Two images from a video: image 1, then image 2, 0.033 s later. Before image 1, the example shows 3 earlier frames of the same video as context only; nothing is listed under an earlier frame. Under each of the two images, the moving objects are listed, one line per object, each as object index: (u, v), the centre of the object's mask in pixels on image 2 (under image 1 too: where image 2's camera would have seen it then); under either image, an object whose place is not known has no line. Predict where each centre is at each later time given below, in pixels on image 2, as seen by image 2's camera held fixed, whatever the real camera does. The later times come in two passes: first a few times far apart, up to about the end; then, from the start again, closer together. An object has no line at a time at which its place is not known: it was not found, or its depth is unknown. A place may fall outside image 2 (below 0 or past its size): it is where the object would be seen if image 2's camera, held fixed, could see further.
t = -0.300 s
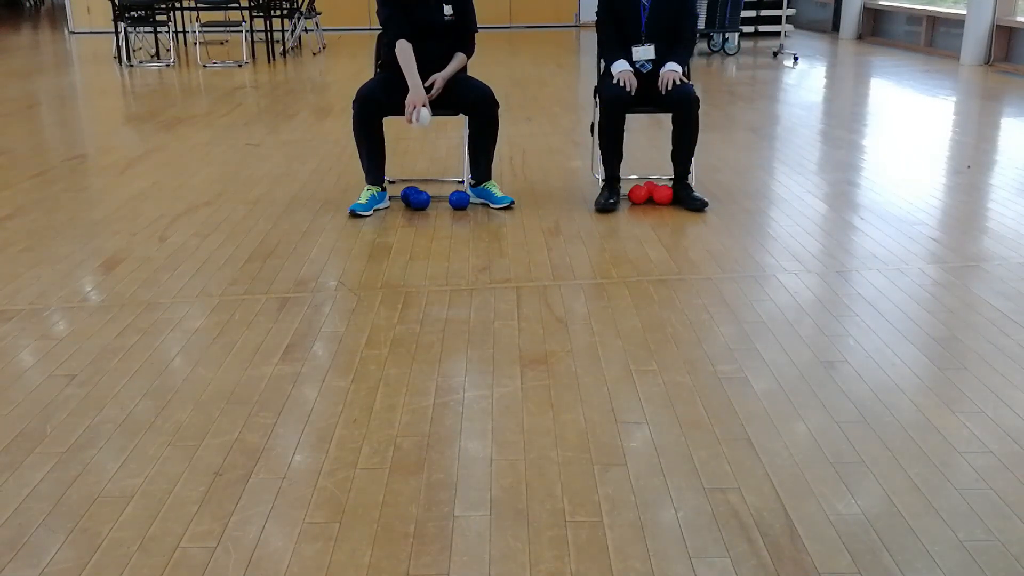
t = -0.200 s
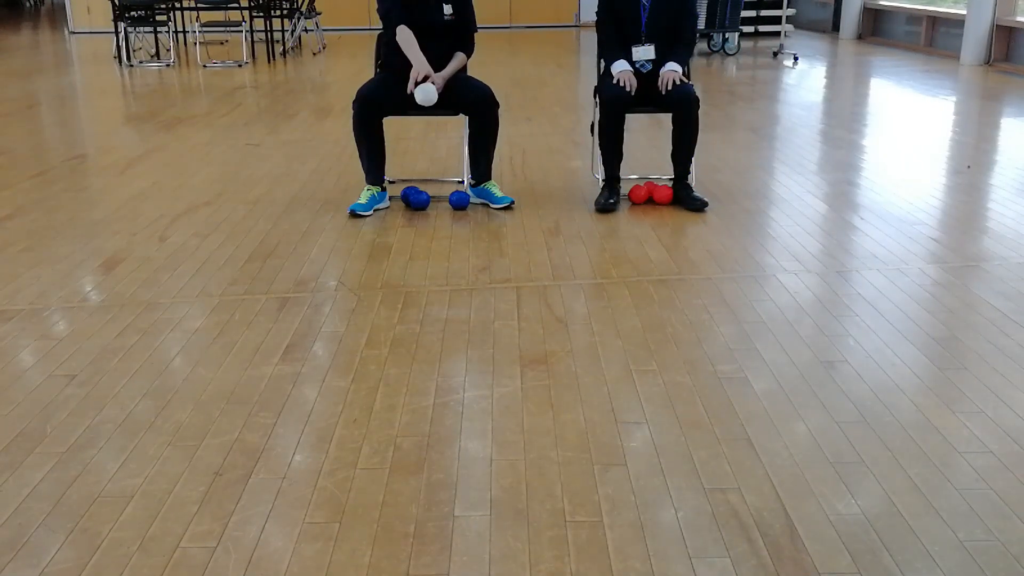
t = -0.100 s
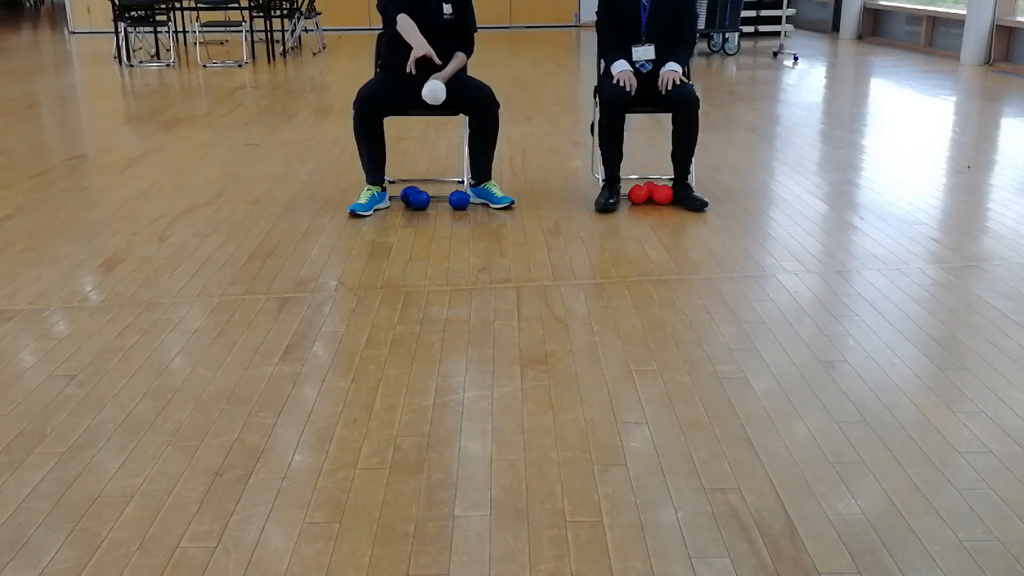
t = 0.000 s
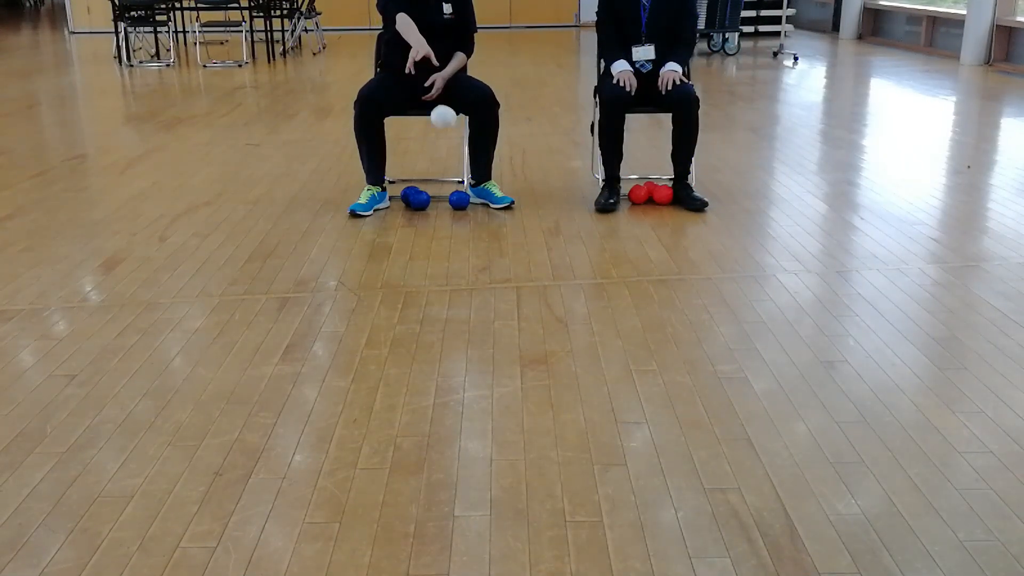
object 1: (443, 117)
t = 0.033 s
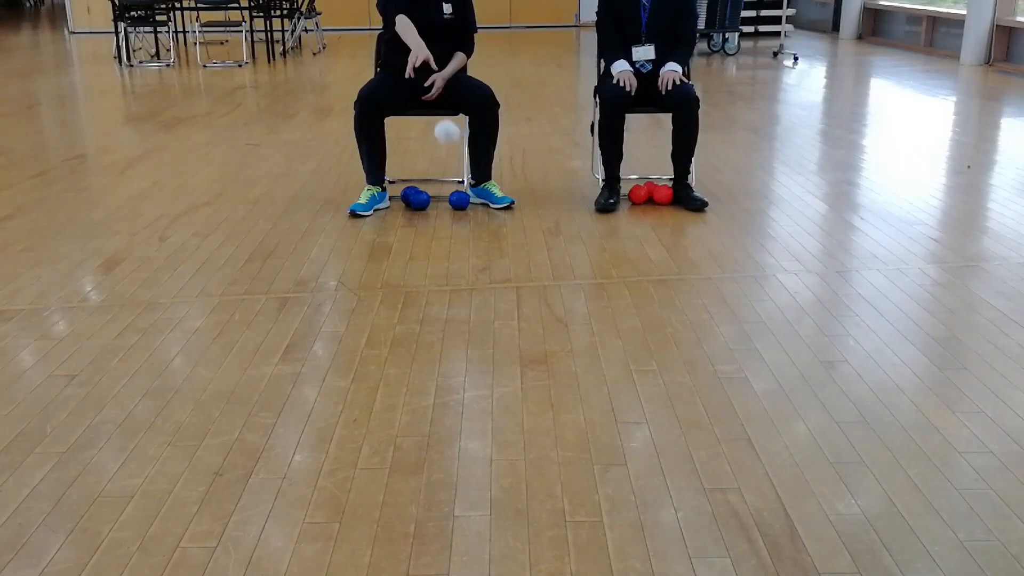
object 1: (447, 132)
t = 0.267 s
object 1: (465, 240)
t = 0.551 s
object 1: (466, 277)
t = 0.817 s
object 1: (464, 310)
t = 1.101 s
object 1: (454, 335)
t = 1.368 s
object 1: (439, 361)
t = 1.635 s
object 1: (423, 388)
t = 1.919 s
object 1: (402, 412)
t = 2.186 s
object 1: (386, 435)
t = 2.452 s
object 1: (369, 454)
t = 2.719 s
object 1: (345, 472)
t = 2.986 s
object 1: (321, 484)
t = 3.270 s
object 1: (304, 494)
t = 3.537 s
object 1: (300, 485)
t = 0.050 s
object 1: (448, 140)
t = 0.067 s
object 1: (450, 150)
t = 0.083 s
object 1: (452, 160)
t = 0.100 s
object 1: (454, 173)
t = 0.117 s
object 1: (456, 184)
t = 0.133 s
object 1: (458, 197)
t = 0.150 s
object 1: (460, 209)
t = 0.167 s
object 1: (462, 224)
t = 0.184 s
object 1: (464, 239)
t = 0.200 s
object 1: (466, 254)
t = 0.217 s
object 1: (466, 251)
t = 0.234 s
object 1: (466, 246)
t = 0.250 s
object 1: (465, 242)
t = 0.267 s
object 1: (465, 240)
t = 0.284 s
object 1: (465, 237)
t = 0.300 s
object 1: (465, 236)
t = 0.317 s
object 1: (465, 234)
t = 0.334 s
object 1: (465, 235)
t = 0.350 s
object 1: (465, 236)
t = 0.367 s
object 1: (465, 237)
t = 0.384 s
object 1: (466, 240)
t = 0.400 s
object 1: (465, 243)
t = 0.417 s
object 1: (466, 247)
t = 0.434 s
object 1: (466, 252)
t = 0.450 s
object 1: (466, 258)
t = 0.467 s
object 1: (466, 264)
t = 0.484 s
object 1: (466, 271)
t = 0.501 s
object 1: (466, 279)
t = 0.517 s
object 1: (466, 278)
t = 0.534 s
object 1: (466, 277)
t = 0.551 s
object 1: (466, 277)
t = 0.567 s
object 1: (467, 277)
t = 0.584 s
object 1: (467, 278)
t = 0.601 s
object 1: (467, 279)
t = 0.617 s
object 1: (467, 282)
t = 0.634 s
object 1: (467, 287)
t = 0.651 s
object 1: (468, 291)
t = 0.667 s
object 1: (468, 294)
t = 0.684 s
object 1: (467, 294)
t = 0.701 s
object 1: (467, 295)
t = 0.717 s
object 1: (466, 297)
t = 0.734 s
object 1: (465, 299)
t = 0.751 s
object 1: (465, 302)
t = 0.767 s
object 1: (465, 304)
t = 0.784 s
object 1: (465, 305)
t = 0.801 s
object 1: (464, 307)
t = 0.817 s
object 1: (464, 310)
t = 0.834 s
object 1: (464, 311)
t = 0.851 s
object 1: (463, 313)
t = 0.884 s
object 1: (463, 315)
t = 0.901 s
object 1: (462, 317)
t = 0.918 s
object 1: (461, 318)
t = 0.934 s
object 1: (461, 319)
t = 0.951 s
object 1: (460, 321)
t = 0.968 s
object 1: (460, 324)
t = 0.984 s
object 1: (459, 325)
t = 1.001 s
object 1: (458, 327)
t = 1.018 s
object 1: (457, 329)
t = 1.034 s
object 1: (456, 331)
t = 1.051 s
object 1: (455, 333)
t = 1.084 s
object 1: (454, 335)
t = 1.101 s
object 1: (454, 335)
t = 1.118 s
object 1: (453, 336)
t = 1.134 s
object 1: (452, 338)
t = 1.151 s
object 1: (451, 341)
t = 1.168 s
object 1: (451, 343)
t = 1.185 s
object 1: (450, 344)
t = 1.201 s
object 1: (449, 346)
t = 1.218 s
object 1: (448, 347)
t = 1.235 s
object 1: (448, 349)
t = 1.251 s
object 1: (447, 350)
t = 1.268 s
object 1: (446, 352)
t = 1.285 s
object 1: (445, 353)
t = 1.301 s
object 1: (444, 354)
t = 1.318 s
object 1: (443, 356)
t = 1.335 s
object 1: (442, 359)
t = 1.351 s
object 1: (441, 360)
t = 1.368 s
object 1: (439, 361)
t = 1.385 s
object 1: (438, 363)
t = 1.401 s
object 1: (437, 365)
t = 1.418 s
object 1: (436, 367)
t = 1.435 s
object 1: (434, 368)
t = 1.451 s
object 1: (433, 370)
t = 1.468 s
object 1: (432, 373)
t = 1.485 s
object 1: (431, 373)
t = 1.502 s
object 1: (430, 374)
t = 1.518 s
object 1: (429, 376)
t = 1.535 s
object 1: (428, 378)
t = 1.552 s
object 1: (427, 380)
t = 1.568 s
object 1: (426, 382)
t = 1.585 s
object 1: (425, 384)
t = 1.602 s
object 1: (424, 384)
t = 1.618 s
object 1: (424, 386)
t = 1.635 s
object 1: (423, 388)
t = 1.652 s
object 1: (422, 389)
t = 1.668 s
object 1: (421, 390)
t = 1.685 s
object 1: (420, 392)
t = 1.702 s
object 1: (419, 393)
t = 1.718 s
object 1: (418, 394)
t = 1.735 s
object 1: (417, 396)
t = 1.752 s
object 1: (416, 397)
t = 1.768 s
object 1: (415, 398)
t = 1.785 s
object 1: (414, 399)
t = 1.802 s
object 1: (413, 402)
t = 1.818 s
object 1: (412, 404)
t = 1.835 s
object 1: (410, 405)
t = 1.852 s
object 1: (409, 406)
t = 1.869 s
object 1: (407, 408)
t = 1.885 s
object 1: (406, 410)
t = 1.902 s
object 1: (404, 411)
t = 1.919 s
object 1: (402, 412)
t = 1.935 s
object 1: (400, 413)
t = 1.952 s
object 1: (399, 415)
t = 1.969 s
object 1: (397, 416)
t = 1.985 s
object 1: (396, 418)
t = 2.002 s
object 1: (395, 420)
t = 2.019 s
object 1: (393, 421)
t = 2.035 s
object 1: (392, 422)
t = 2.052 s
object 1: (391, 423)
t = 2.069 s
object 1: (390, 425)
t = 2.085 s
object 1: (389, 427)
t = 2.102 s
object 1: (389, 429)
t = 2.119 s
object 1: (388, 431)
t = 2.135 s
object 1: (387, 432)
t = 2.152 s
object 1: (387, 434)
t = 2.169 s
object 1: (386, 435)
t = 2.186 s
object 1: (386, 435)
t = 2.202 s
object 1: (385, 437)
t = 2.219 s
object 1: (384, 438)
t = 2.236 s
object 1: (383, 440)
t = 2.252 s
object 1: (382, 441)
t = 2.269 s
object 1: (381, 442)
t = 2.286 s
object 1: (380, 443)
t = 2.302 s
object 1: (379, 444)
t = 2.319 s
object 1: (377, 445)
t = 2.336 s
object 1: (376, 446)
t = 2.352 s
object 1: (375, 447)
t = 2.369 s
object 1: (374, 448)
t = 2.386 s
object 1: (373, 450)
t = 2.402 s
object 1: (372, 451)
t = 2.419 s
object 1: (371, 452)
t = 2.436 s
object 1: (370, 453)
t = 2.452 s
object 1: (369, 454)
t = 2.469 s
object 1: (368, 455)
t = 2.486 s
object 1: (367, 456)
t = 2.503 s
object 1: (365, 458)
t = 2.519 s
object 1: (364, 460)
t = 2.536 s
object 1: (362, 461)
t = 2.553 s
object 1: (361, 462)
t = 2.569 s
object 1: (359, 463)
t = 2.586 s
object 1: (357, 465)
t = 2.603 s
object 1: (356, 467)
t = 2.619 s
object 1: (354, 468)
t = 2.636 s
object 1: (352, 469)
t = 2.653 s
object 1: (351, 469)
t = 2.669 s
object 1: (350, 470)
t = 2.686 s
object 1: (348, 470)
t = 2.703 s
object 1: (347, 471)
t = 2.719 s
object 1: (345, 472)
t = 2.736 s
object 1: (344, 473)
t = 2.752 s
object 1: (342, 474)
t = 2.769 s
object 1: (340, 475)
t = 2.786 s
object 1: (339, 476)
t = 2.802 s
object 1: (337, 477)
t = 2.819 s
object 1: (335, 478)
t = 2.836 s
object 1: (334, 478)
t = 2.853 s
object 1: (332, 479)
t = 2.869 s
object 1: (331, 479)
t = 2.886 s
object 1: (329, 480)
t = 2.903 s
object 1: (328, 480)
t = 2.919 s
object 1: (327, 481)
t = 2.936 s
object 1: (325, 482)
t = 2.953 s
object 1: (324, 483)
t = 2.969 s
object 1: (323, 484)
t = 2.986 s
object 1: (321, 484)
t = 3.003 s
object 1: (319, 485)
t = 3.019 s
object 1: (318, 486)
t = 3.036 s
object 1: (317, 487)
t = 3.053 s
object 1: (315, 489)
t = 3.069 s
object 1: (314, 490)
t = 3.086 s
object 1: (313, 491)
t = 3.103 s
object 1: (312, 492)
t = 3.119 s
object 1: (310, 493)
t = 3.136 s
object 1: (309, 493)
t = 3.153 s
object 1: (309, 493)
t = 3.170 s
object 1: (308, 494)
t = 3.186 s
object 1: (307, 494)
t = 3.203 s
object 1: (307, 494)
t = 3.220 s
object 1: (306, 494)
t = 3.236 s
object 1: (305, 494)
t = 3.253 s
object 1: (305, 494)
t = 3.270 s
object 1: (304, 494)
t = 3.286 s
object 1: (304, 494)
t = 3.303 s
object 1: (303, 493)
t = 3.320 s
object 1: (303, 493)
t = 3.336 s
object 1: (302, 492)
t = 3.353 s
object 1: (302, 491)
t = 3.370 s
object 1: (301, 491)
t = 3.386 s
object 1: (300, 490)
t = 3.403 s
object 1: (300, 489)
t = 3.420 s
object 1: (299, 488)
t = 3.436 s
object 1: (299, 487)
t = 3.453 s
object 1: (299, 487)
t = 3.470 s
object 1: (298, 486)
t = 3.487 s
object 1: (299, 486)
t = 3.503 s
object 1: (299, 486)
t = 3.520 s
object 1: (299, 486)
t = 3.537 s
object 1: (300, 485)
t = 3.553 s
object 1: (301, 486)
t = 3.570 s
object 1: (302, 486)
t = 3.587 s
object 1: (303, 486)
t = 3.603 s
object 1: (305, 487)
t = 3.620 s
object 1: (306, 487)
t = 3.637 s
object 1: (308, 487)
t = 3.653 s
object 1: (309, 487)
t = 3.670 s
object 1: (310, 488)
